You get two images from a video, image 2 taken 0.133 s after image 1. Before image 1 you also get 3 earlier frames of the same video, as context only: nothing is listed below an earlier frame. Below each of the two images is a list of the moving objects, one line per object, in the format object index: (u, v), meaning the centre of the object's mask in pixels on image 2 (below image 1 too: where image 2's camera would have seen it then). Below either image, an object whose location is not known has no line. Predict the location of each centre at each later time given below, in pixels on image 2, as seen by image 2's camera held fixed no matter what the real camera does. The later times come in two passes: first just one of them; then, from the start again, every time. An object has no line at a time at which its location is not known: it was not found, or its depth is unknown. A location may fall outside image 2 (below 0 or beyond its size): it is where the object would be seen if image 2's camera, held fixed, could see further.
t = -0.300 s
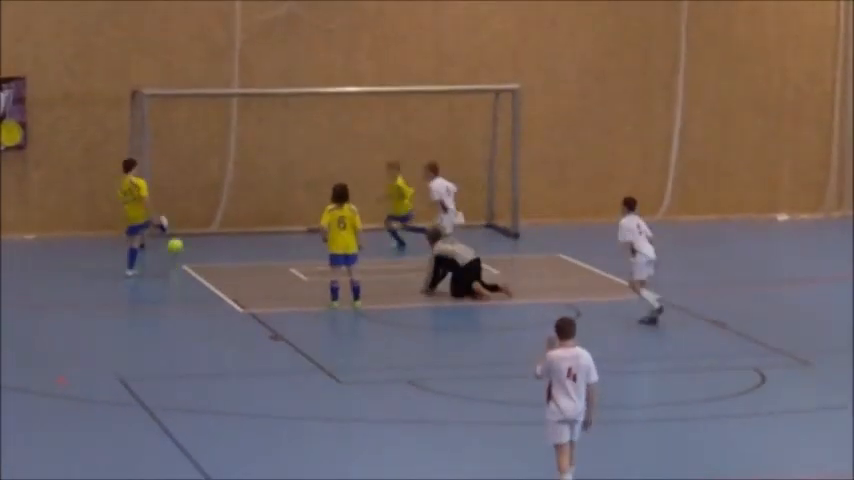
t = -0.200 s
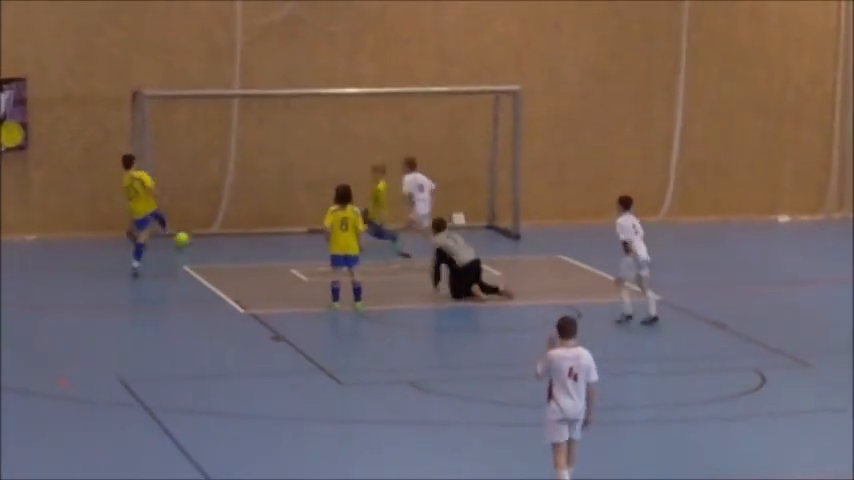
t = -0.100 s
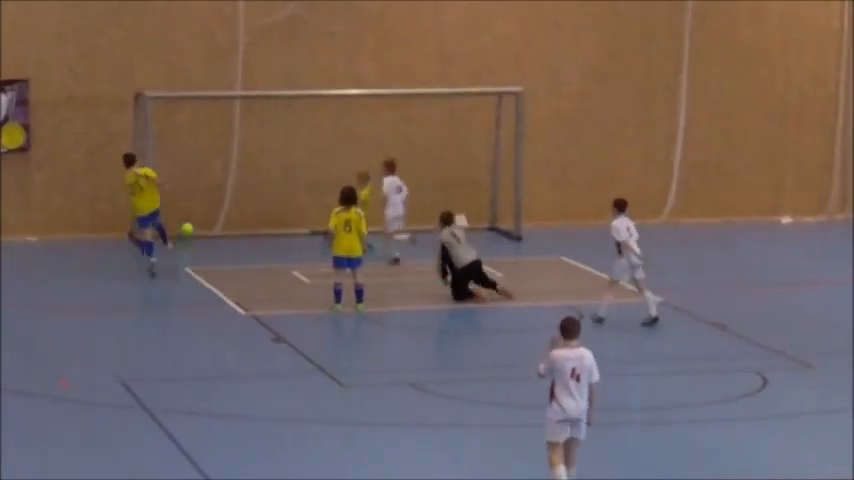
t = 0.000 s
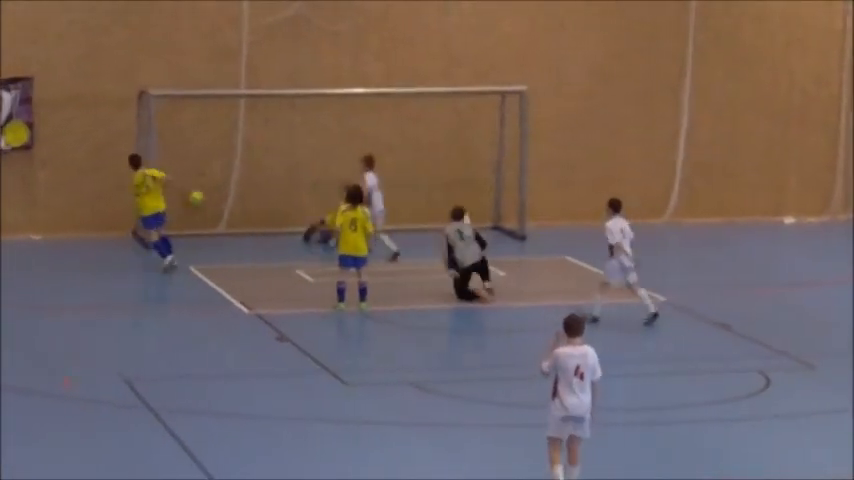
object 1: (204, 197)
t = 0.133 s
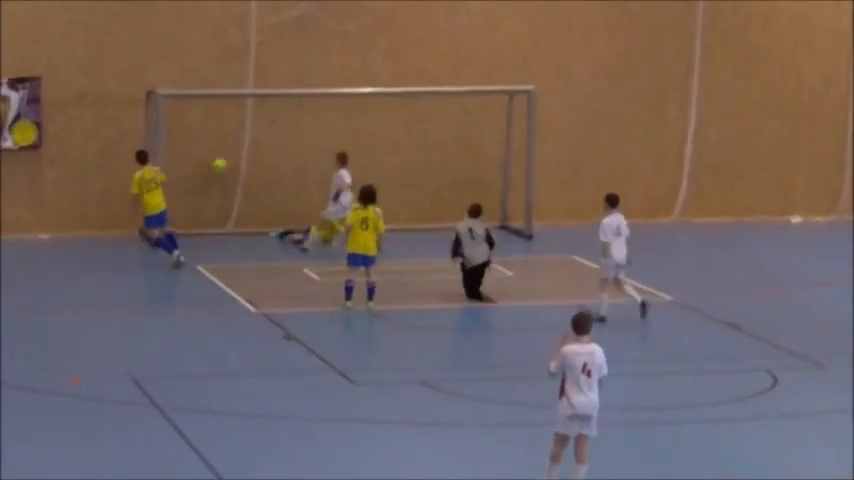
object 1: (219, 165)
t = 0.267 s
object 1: (237, 144)
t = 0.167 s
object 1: (223, 158)
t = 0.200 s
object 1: (228, 152)
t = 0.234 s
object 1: (233, 149)
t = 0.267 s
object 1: (237, 144)
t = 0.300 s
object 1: (240, 141)
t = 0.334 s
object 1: (245, 138)
